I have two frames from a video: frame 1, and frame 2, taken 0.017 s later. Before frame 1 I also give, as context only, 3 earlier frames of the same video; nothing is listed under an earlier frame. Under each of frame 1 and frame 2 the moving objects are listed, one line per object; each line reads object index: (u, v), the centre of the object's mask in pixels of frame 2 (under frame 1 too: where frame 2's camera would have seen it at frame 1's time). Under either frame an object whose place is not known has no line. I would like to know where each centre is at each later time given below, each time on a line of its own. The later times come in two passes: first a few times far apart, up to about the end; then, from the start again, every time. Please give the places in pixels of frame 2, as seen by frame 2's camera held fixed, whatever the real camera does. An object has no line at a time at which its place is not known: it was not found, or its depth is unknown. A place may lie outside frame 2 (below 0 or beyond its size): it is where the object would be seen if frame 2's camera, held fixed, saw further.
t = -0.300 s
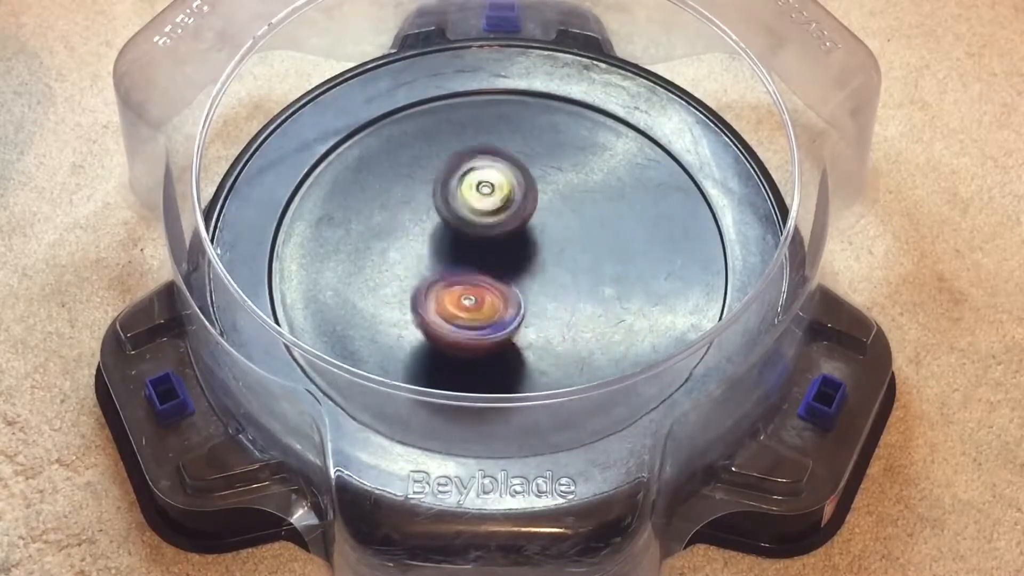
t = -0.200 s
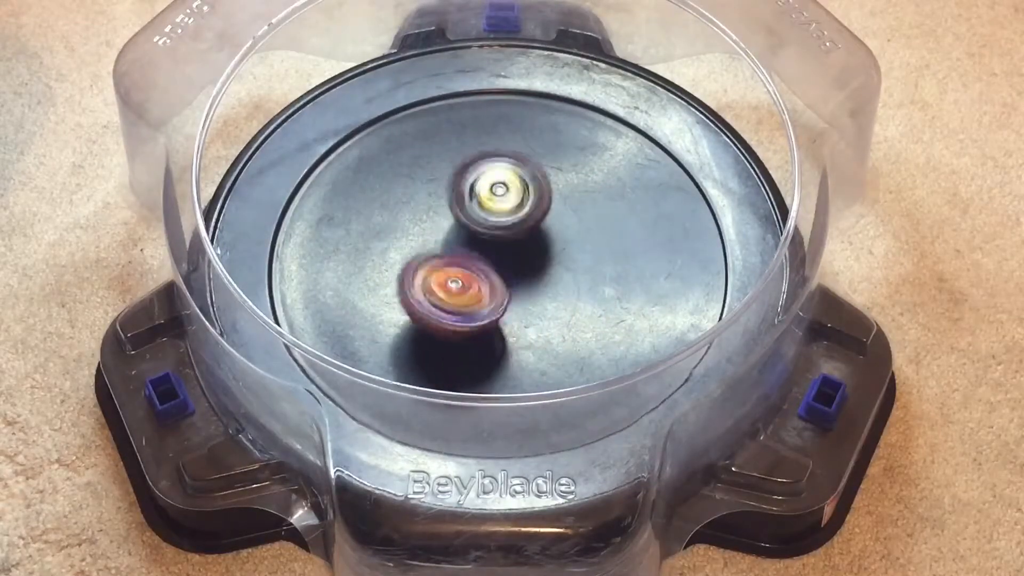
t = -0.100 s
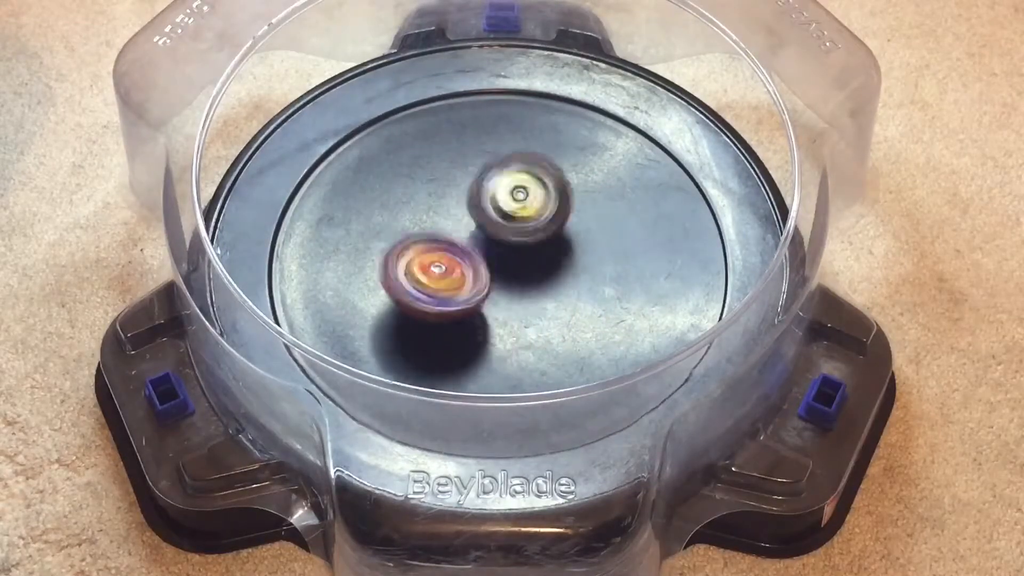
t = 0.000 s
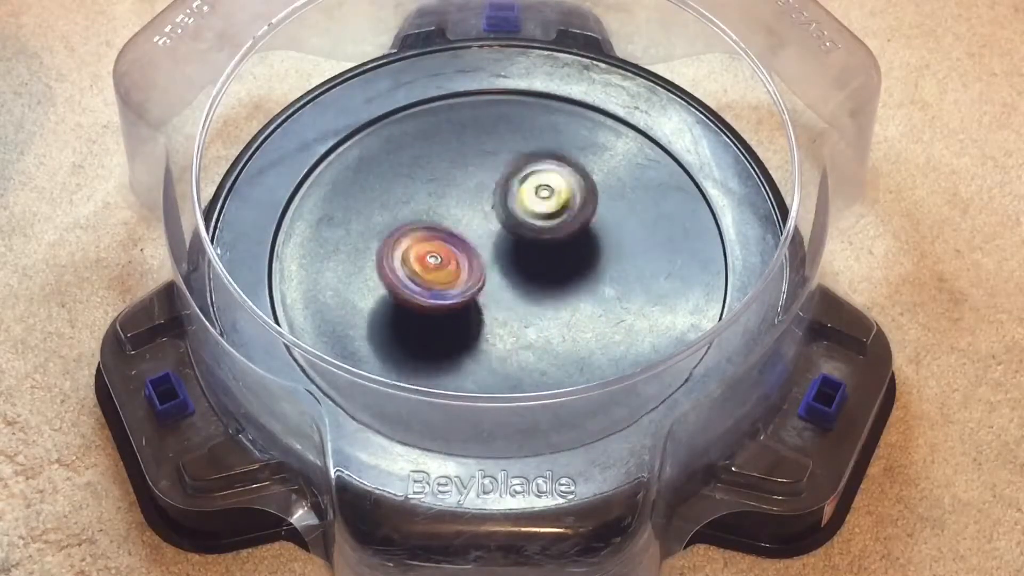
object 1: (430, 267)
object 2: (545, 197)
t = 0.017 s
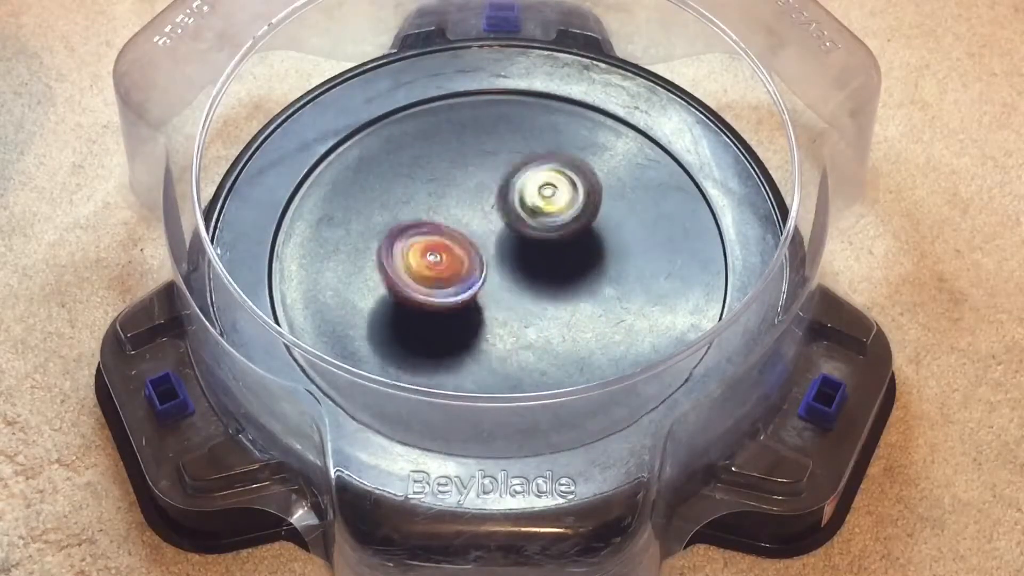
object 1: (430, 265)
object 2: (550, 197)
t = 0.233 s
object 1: (455, 235)
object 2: (568, 210)
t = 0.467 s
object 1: (462, 229)
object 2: (584, 253)
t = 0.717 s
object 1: (464, 229)
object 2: (576, 304)
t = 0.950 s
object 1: (471, 238)
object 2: (540, 314)
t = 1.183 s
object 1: (454, 197)
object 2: (513, 330)
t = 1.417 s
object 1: (464, 206)
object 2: (506, 299)
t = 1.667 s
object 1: (475, 200)
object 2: (548, 303)
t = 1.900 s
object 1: (474, 220)
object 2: (550, 307)
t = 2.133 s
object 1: (462, 221)
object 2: (526, 302)
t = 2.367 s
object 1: (462, 198)
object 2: (519, 295)
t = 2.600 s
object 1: (491, 184)
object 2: (523, 306)
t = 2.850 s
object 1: (503, 204)
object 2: (524, 304)
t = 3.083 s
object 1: (508, 226)
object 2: (493, 313)
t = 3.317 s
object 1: (505, 230)
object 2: (440, 314)
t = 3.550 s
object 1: (499, 237)
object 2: (441, 311)
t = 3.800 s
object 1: (499, 235)
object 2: (476, 299)
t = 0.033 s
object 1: (431, 263)
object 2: (552, 197)
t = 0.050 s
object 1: (431, 260)
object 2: (557, 197)
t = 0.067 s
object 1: (432, 259)
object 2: (559, 198)
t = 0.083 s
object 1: (435, 255)
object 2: (562, 198)
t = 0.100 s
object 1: (434, 253)
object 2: (564, 200)
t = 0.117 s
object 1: (437, 251)
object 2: (566, 200)
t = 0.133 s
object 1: (440, 247)
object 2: (568, 201)
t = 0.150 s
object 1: (440, 246)
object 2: (568, 202)
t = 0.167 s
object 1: (443, 245)
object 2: (569, 204)
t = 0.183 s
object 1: (447, 241)
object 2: (568, 205)
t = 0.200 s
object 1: (447, 240)
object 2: (570, 207)
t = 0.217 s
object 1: (452, 239)
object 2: (568, 209)
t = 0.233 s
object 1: (455, 235)
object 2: (568, 210)
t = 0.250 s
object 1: (456, 234)
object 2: (569, 214)
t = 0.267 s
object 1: (459, 232)
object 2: (568, 216)
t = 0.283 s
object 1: (457, 229)
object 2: (572, 220)
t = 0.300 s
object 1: (454, 228)
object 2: (573, 223)
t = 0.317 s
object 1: (454, 228)
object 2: (576, 226)
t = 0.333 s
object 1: (453, 227)
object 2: (578, 229)
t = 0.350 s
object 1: (453, 226)
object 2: (580, 231)
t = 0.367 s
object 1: (455, 227)
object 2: (583, 235)
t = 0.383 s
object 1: (454, 225)
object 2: (582, 238)
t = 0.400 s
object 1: (456, 226)
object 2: (585, 242)
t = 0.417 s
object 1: (459, 228)
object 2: (584, 245)
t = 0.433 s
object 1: (457, 227)
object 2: (585, 247)
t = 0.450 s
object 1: (459, 228)
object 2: (586, 250)
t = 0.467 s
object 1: (462, 229)
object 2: (584, 253)
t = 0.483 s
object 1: (462, 231)
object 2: (585, 255)
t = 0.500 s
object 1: (463, 232)
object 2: (583, 260)
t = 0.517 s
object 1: (465, 231)
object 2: (583, 260)
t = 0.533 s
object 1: (465, 234)
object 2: (583, 264)
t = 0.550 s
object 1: (468, 235)
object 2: (579, 266)
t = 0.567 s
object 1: (469, 234)
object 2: (578, 269)
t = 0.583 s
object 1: (472, 238)
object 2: (574, 272)
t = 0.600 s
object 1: (474, 238)
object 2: (574, 275)
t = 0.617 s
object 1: (472, 237)
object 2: (576, 281)
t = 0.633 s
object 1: (470, 236)
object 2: (575, 286)
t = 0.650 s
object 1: (467, 233)
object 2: (577, 290)
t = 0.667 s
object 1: (465, 232)
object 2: (578, 296)
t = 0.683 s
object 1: (466, 230)
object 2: (577, 298)
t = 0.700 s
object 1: (464, 231)
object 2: (579, 299)
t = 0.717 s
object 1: (464, 229)
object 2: (576, 304)
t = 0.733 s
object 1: (466, 228)
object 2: (576, 306)
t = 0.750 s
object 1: (464, 229)
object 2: (576, 309)
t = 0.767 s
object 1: (466, 230)
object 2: (573, 312)
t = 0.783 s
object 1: (466, 230)
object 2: (574, 314)
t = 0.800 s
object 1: (467, 232)
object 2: (573, 316)
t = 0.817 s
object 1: (468, 232)
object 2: (568, 315)
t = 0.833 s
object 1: (467, 233)
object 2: (566, 317)
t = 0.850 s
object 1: (470, 235)
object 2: (562, 317)
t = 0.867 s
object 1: (468, 235)
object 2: (562, 317)
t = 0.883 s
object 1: (468, 237)
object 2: (559, 316)
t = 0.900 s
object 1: (472, 237)
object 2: (553, 315)
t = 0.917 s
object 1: (470, 239)
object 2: (549, 312)
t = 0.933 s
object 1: (471, 240)
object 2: (546, 312)
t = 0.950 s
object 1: (471, 238)
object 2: (540, 314)
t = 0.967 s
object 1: (467, 235)
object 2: (538, 317)
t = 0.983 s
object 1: (464, 226)
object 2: (537, 323)
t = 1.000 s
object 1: (460, 223)
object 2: (534, 326)
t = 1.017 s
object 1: (460, 215)
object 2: (532, 328)
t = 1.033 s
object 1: (455, 209)
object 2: (532, 330)
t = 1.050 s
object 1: (456, 206)
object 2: (528, 332)
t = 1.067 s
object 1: (454, 204)
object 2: (528, 332)
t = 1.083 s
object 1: (454, 202)
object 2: (529, 333)
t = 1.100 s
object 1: (455, 198)
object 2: (525, 334)
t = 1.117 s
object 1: (453, 198)
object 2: (524, 333)
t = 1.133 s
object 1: (455, 198)
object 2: (521, 333)
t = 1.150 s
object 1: (452, 198)
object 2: (515, 332)
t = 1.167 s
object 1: (454, 198)
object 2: (513, 332)
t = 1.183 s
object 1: (454, 197)
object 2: (513, 330)
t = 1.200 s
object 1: (454, 201)
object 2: (509, 329)
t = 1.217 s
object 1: (456, 200)
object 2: (508, 327)
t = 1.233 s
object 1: (455, 201)
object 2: (507, 324)
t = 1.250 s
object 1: (457, 203)
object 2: (507, 324)
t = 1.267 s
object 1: (456, 204)
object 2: (503, 318)
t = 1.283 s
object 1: (456, 205)
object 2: (502, 315)
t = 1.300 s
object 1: (459, 206)
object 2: (501, 314)
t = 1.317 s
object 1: (458, 208)
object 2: (499, 309)
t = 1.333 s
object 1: (459, 209)
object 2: (501, 306)
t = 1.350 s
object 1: (459, 209)
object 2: (503, 305)
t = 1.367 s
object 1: (462, 212)
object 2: (503, 303)
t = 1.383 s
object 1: (462, 213)
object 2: (505, 300)
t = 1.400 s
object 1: (462, 209)
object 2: (508, 301)
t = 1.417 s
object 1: (464, 206)
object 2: (506, 299)
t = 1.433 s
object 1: (465, 206)
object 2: (509, 296)
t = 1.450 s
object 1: (467, 205)
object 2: (514, 297)
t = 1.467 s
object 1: (466, 205)
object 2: (516, 296)
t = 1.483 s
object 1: (470, 205)
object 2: (520, 296)
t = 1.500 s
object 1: (469, 208)
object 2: (522, 294)
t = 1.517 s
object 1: (470, 209)
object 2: (523, 294)
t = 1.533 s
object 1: (471, 209)
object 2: (525, 293)
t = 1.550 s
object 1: (473, 208)
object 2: (529, 296)
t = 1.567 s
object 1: (472, 206)
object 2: (531, 299)
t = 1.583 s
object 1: (472, 203)
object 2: (532, 300)
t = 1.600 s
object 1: (472, 200)
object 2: (538, 299)
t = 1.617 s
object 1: (474, 201)
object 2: (541, 300)
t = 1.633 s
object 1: (474, 200)
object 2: (543, 302)
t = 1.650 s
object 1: (474, 201)
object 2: (545, 302)
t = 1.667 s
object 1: (475, 200)
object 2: (548, 303)
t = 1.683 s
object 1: (476, 203)
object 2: (550, 307)
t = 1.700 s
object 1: (476, 203)
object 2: (551, 307)
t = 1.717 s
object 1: (475, 205)
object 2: (554, 308)
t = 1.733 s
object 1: (475, 204)
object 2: (556, 309)
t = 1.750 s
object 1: (475, 208)
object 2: (555, 312)
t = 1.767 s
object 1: (474, 207)
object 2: (555, 310)
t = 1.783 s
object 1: (473, 211)
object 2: (555, 311)
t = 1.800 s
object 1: (474, 210)
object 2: (557, 312)
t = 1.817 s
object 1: (474, 213)
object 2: (553, 311)
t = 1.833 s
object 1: (474, 214)
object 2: (555, 310)
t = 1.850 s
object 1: (472, 216)
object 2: (555, 311)
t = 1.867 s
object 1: (474, 216)
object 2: (554, 310)
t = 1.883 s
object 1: (473, 220)
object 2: (552, 307)
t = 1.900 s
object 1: (474, 220)
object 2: (550, 307)
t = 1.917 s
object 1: (471, 224)
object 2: (549, 305)
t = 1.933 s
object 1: (475, 224)
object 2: (546, 302)
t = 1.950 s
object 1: (472, 226)
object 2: (544, 302)
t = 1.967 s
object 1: (472, 225)
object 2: (543, 300)
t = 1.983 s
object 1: (470, 227)
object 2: (542, 301)
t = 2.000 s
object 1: (471, 226)
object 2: (541, 299)
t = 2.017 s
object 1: (470, 229)
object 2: (538, 297)
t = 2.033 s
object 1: (468, 226)
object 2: (536, 298)
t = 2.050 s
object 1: (469, 224)
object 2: (534, 304)
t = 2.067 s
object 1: (467, 222)
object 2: (530, 302)
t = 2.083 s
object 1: (470, 223)
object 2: (531, 304)
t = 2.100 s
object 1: (467, 221)
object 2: (529, 303)
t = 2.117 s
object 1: (466, 222)
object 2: (529, 303)
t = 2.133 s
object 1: (462, 221)
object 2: (526, 302)
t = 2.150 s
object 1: (461, 219)
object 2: (528, 301)
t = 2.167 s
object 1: (459, 219)
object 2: (529, 300)
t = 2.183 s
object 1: (457, 216)
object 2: (531, 299)
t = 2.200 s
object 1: (459, 217)
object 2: (529, 296)
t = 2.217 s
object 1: (457, 216)
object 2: (528, 296)
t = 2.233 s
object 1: (459, 213)
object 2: (528, 293)
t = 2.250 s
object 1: (457, 210)
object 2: (529, 296)
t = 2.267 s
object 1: (456, 203)
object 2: (529, 299)
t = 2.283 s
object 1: (459, 205)
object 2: (526, 300)
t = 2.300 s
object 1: (459, 202)
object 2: (524, 300)
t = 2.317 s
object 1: (462, 202)
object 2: (522, 300)
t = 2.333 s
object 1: (459, 201)
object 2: (520, 299)
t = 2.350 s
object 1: (461, 198)
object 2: (519, 298)
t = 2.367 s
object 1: (462, 198)
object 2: (519, 295)
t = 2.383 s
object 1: (463, 195)
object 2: (520, 294)
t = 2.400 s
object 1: (467, 195)
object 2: (523, 293)
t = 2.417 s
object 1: (467, 196)
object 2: (520, 294)
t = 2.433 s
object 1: (471, 195)
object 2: (521, 292)
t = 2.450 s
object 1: (471, 197)
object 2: (521, 291)
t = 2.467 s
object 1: (475, 196)
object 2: (523, 291)
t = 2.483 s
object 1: (477, 198)
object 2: (524, 290)
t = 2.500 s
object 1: (478, 198)
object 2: (523, 290)
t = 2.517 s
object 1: (481, 196)
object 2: (525, 292)
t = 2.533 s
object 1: (483, 191)
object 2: (527, 296)
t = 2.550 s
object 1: (486, 188)
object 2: (529, 301)
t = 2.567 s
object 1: (488, 186)
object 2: (529, 305)
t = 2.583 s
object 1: (488, 185)
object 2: (526, 307)
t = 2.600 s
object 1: (491, 184)
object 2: (523, 306)
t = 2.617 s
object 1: (492, 186)
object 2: (524, 306)
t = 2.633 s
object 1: (492, 186)
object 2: (524, 308)
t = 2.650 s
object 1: (494, 187)
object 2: (522, 303)
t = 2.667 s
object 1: (494, 188)
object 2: (524, 302)
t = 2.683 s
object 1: (494, 188)
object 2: (526, 304)
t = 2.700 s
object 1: (496, 191)
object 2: (526, 303)
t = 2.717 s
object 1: (496, 191)
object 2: (528, 305)
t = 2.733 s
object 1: (500, 191)
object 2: (529, 302)
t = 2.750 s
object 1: (500, 196)
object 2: (529, 301)
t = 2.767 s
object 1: (500, 197)
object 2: (530, 303)
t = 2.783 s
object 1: (503, 201)
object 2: (530, 298)
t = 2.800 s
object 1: (500, 205)
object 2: (532, 298)
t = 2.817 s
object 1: (500, 205)
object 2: (531, 297)
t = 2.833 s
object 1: (504, 201)
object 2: (528, 300)
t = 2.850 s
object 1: (503, 204)
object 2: (524, 304)
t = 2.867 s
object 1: (503, 202)
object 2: (521, 306)
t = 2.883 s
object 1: (510, 202)
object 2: (517, 309)
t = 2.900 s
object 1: (511, 205)
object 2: (514, 310)
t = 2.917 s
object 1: (508, 206)
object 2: (511, 312)
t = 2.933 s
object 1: (510, 208)
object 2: (509, 311)
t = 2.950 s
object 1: (510, 213)
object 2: (511, 308)
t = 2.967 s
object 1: (504, 216)
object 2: (513, 310)
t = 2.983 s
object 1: (503, 217)
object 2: (512, 310)
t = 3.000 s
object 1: (502, 220)
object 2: (511, 310)
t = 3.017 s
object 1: (500, 222)
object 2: (509, 312)
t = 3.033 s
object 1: (503, 217)
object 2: (506, 312)
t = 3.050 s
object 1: (510, 220)
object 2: (502, 311)
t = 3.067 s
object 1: (509, 225)
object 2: (497, 313)
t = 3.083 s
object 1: (508, 226)
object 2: (493, 313)
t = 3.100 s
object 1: (508, 226)
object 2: (487, 308)
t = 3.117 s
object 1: (509, 230)
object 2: (482, 310)
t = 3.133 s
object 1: (507, 231)
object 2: (477, 308)
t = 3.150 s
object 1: (506, 229)
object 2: (471, 310)
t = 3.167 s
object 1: (507, 229)
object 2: (464, 310)
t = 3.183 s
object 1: (507, 228)
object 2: (460, 310)
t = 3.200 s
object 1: (507, 227)
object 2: (455, 309)
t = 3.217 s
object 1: (507, 225)
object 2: (452, 310)
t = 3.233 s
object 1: (508, 226)
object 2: (449, 310)
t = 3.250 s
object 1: (506, 229)
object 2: (445, 313)
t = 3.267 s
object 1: (503, 232)
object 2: (443, 313)
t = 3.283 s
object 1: (502, 229)
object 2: (442, 314)
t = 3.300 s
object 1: (505, 228)
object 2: (441, 314)
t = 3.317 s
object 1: (505, 230)
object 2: (440, 314)
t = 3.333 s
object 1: (504, 234)
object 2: (440, 315)
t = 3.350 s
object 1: (500, 235)
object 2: (440, 315)
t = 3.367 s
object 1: (501, 235)
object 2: (441, 313)
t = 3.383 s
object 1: (502, 234)
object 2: (441, 313)
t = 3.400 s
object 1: (503, 236)
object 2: (439, 314)
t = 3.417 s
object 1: (502, 237)
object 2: (438, 314)
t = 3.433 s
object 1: (501, 238)
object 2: (438, 314)
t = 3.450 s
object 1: (503, 237)
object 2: (439, 314)
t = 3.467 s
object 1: (503, 236)
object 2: (439, 314)
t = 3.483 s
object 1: (504, 236)
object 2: (439, 313)
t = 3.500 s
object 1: (505, 237)
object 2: (439, 312)
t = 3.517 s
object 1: (503, 238)
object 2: (440, 311)
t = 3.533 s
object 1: (500, 238)
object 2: (439, 311)
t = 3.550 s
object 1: (499, 237)
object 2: (441, 311)
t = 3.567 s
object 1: (499, 237)
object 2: (442, 311)
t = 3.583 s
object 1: (500, 236)
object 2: (443, 311)
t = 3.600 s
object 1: (503, 236)
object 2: (443, 311)
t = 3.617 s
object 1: (504, 236)
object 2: (443, 311)
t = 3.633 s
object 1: (505, 237)
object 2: (443, 312)
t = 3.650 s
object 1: (505, 237)
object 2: (443, 311)
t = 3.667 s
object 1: (504, 238)
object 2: (444, 312)
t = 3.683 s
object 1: (504, 237)
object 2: (445, 313)
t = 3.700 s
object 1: (503, 236)
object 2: (451, 304)
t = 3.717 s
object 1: (502, 236)
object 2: (453, 305)
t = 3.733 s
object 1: (501, 235)
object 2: (458, 304)
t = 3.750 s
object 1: (500, 235)
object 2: (462, 302)
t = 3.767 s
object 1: (500, 235)
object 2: (467, 300)
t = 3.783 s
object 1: (500, 235)
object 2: (471, 300)
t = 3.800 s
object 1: (499, 235)
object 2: (476, 299)
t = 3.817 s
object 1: (499, 234)
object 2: (479, 299)
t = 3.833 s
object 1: (499, 234)
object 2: (482, 298)
